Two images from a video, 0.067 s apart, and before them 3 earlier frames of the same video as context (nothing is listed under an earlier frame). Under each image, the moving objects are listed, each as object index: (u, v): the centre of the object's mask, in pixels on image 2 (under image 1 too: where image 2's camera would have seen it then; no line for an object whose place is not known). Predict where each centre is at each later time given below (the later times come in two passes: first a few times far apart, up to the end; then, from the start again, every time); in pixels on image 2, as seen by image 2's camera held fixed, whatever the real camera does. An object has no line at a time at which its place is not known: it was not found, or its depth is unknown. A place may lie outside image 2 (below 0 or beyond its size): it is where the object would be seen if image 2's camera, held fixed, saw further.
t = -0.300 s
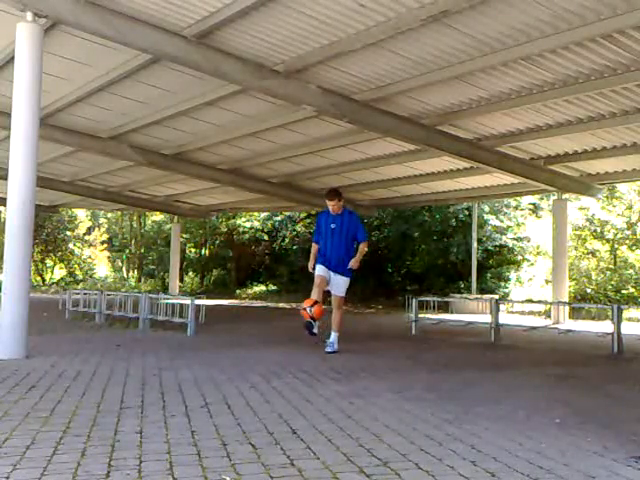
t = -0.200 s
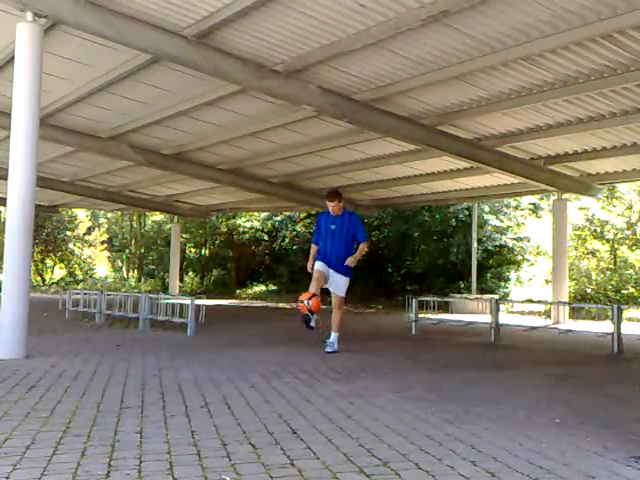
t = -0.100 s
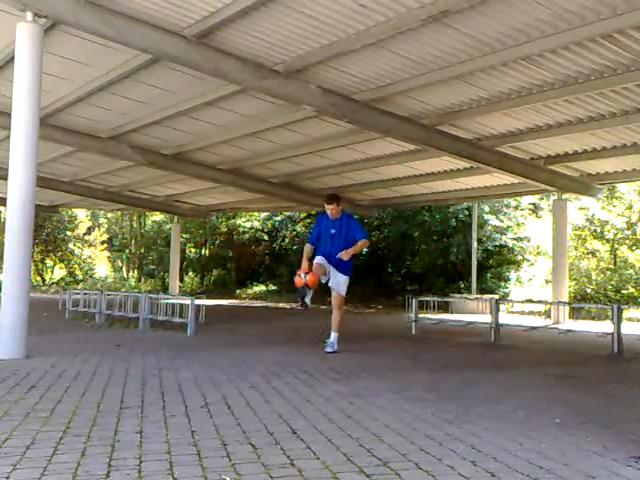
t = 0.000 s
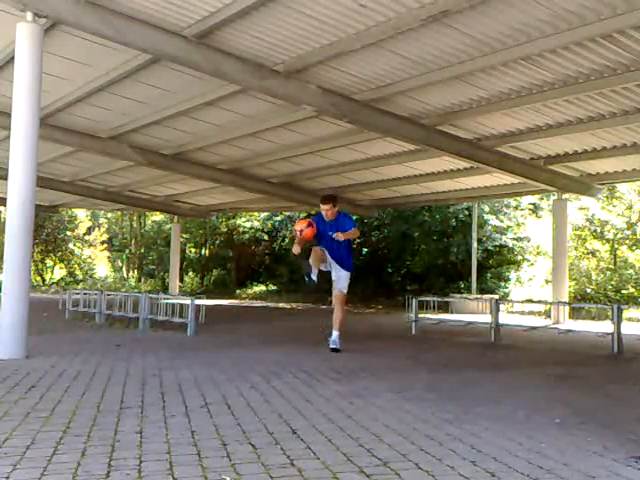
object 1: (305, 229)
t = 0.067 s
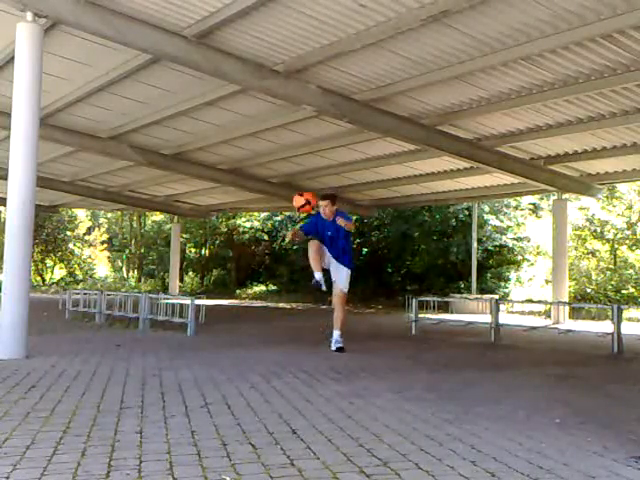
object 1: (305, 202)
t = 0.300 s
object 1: (301, 144)
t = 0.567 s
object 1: (296, 142)
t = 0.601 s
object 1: (295, 148)
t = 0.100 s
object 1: (304, 190)
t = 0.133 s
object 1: (303, 179)
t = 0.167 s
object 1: (303, 170)
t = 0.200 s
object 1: (303, 161)
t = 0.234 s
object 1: (302, 154)
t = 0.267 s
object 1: (301, 148)
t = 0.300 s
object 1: (301, 144)
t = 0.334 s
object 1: (300, 140)
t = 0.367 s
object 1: (300, 137)
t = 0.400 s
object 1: (299, 136)
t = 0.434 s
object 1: (298, 135)
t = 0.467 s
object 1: (298, 135)
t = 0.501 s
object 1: (297, 137)
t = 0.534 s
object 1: (296, 139)
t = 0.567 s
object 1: (296, 142)
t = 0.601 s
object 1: (295, 148)
